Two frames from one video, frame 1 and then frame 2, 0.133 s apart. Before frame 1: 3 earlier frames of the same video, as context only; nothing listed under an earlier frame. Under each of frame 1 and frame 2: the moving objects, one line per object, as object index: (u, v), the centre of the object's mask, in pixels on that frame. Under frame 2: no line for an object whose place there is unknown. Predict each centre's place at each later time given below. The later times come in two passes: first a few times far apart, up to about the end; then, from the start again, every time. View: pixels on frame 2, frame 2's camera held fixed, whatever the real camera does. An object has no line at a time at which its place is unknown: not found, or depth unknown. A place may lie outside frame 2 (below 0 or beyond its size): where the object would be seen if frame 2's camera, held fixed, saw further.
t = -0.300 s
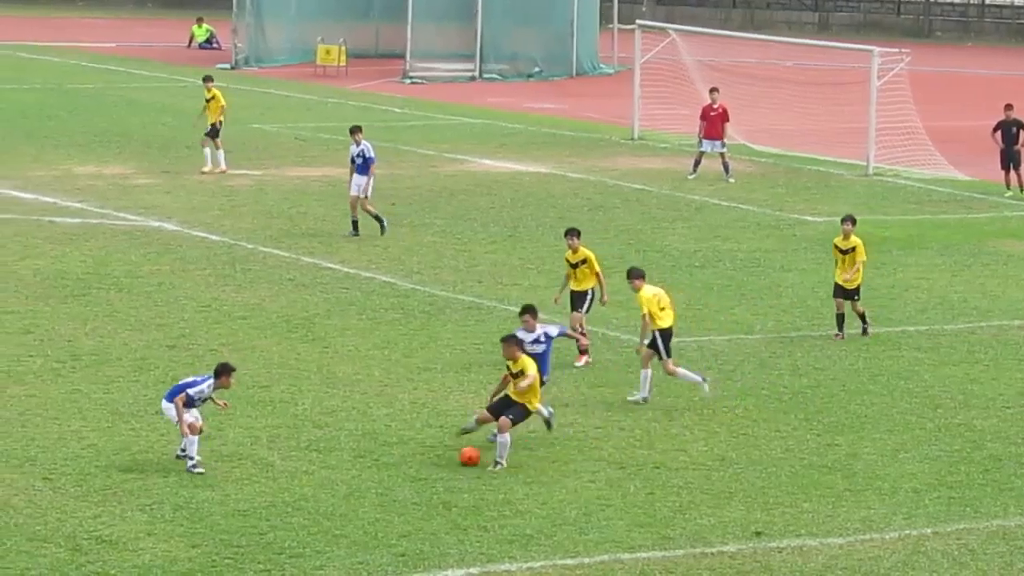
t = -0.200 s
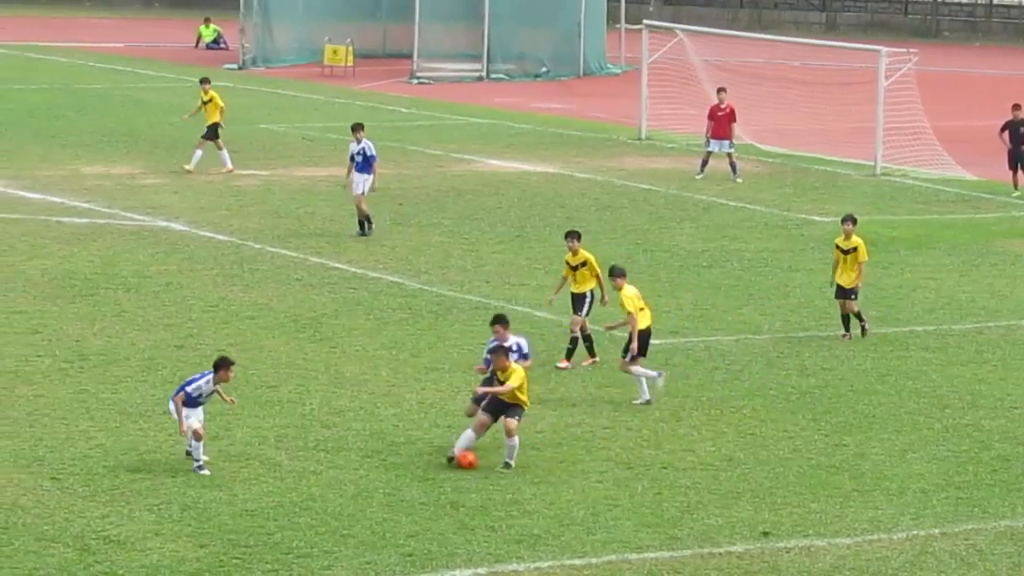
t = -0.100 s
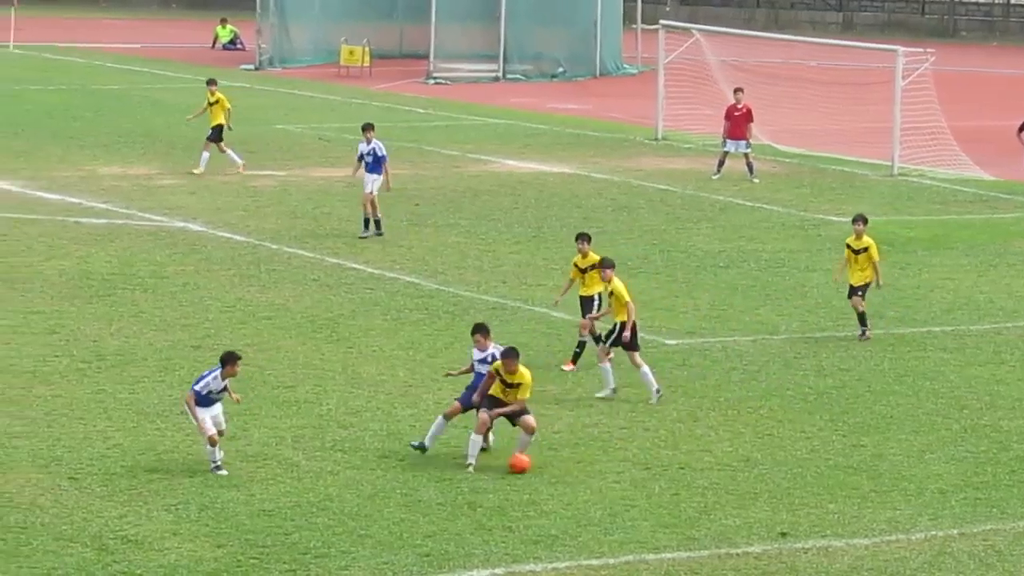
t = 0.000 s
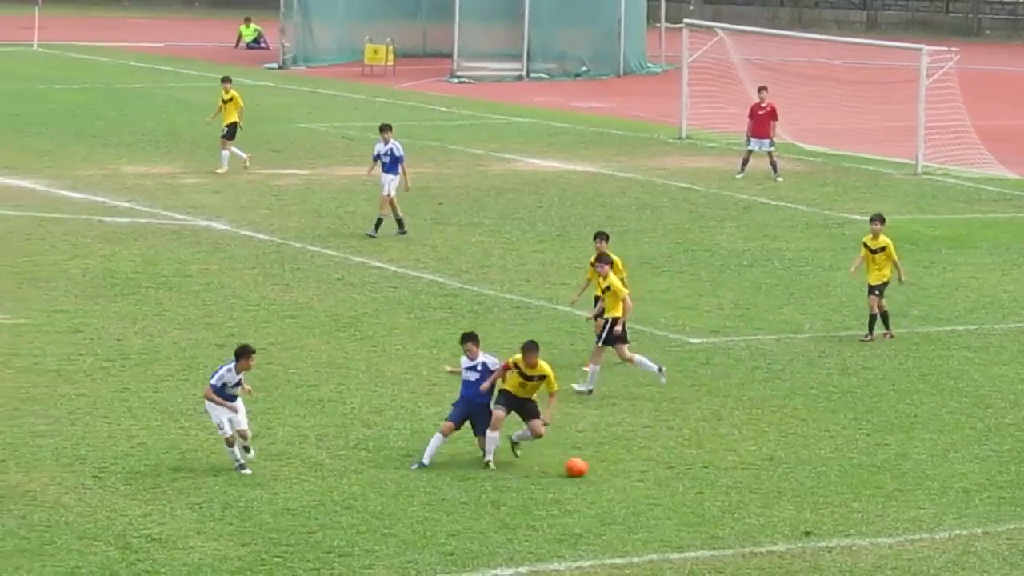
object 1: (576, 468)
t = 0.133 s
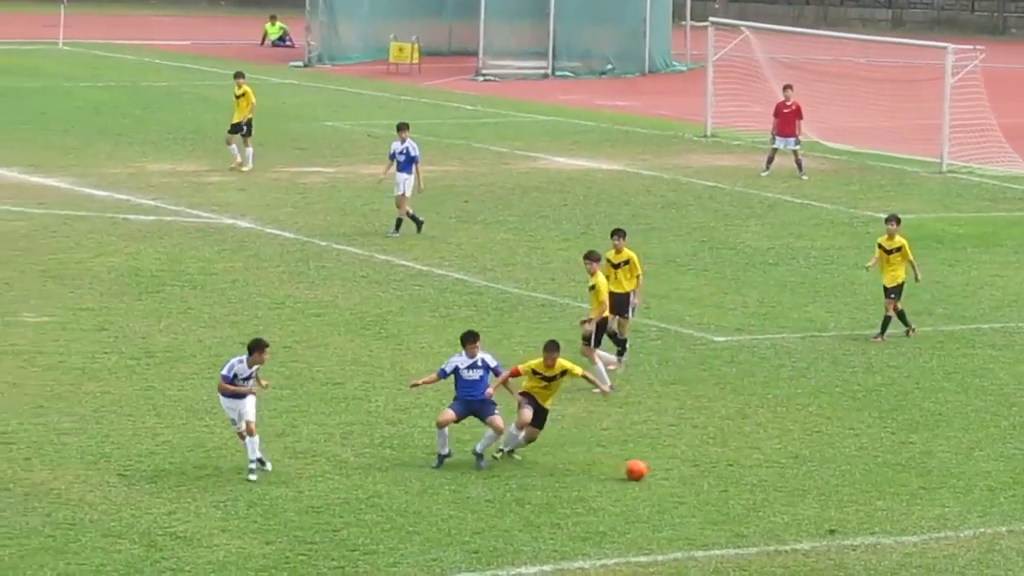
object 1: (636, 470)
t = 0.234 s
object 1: (662, 475)
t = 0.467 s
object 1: (720, 484)
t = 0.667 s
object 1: (766, 492)
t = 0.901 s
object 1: (819, 502)
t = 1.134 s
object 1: (869, 510)
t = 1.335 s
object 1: (909, 516)
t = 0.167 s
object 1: (644, 472)
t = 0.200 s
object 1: (653, 473)
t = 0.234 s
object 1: (662, 475)
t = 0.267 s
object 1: (670, 475)
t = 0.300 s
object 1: (679, 476)
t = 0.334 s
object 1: (687, 479)
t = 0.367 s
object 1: (696, 480)
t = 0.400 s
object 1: (704, 482)
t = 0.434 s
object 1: (712, 482)
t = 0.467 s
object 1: (720, 484)
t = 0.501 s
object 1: (728, 486)
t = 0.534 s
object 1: (735, 488)
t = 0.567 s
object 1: (744, 489)
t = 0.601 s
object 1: (751, 489)
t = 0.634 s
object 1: (759, 490)
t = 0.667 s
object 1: (766, 492)
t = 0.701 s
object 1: (774, 494)
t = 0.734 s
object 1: (782, 496)
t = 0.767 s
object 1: (789, 497)
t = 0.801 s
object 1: (797, 499)
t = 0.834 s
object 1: (804, 500)
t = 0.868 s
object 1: (812, 501)
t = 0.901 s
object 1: (819, 502)
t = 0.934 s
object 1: (827, 504)
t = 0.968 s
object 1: (834, 506)
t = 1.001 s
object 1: (841, 507)
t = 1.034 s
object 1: (848, 508)
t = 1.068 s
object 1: (855, 508)
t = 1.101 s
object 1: (862, 509)
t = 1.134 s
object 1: (869, 510)
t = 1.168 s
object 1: (876, 511)
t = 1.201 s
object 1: (883, 512)
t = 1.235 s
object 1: (889, 513)
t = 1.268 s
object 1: (896, 514)
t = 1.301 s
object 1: (903, 515)
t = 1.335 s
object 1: (909, 516)
